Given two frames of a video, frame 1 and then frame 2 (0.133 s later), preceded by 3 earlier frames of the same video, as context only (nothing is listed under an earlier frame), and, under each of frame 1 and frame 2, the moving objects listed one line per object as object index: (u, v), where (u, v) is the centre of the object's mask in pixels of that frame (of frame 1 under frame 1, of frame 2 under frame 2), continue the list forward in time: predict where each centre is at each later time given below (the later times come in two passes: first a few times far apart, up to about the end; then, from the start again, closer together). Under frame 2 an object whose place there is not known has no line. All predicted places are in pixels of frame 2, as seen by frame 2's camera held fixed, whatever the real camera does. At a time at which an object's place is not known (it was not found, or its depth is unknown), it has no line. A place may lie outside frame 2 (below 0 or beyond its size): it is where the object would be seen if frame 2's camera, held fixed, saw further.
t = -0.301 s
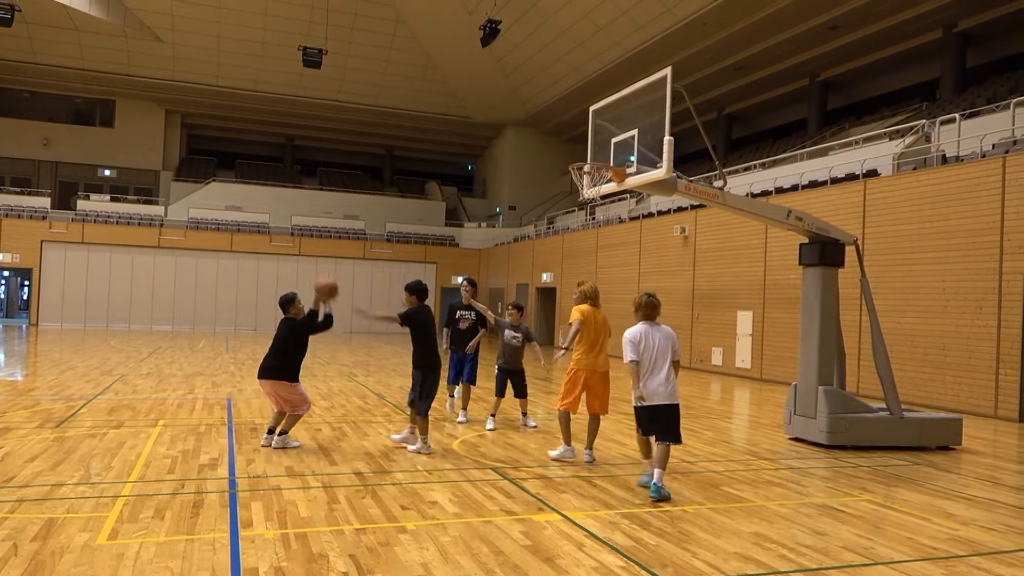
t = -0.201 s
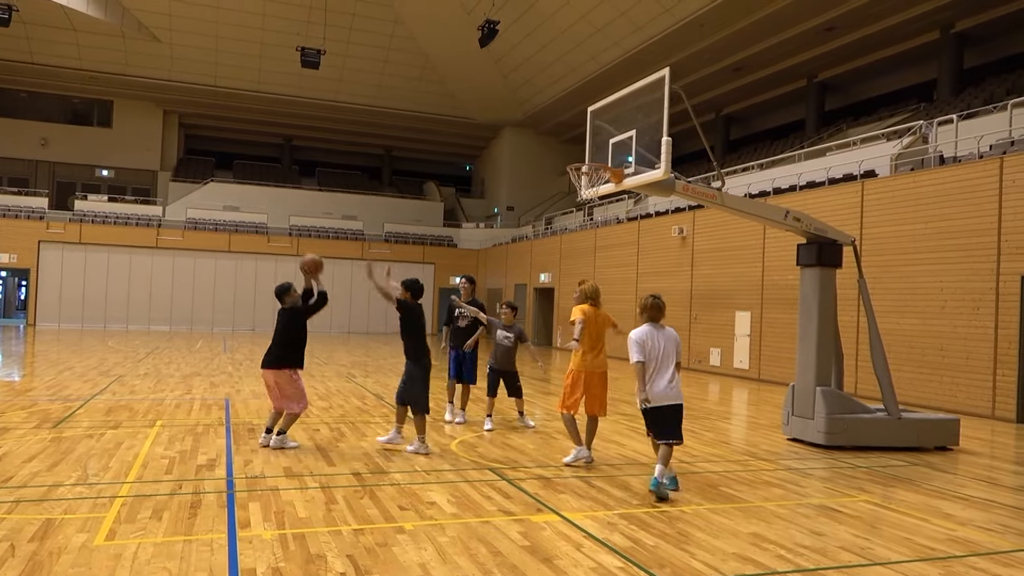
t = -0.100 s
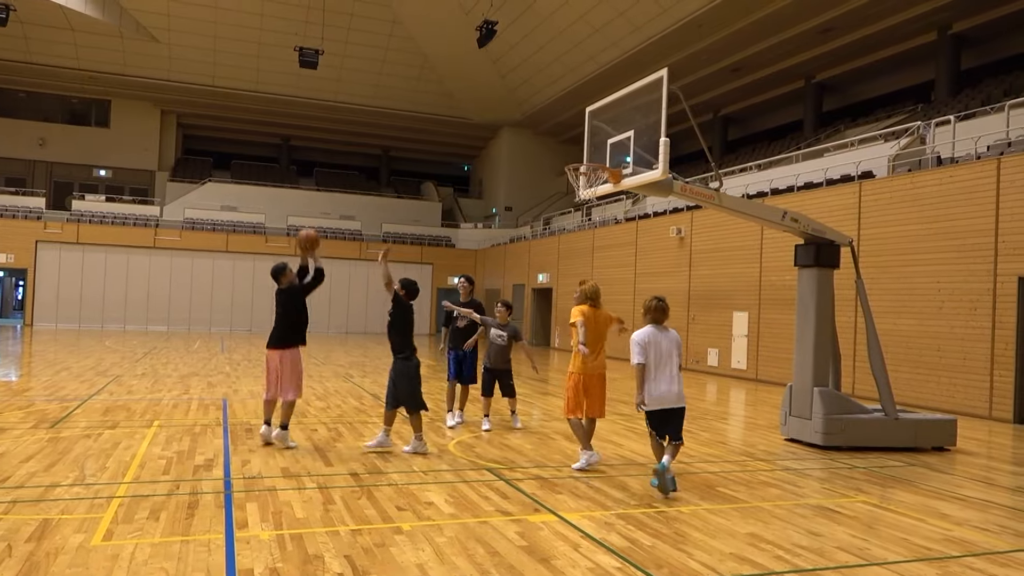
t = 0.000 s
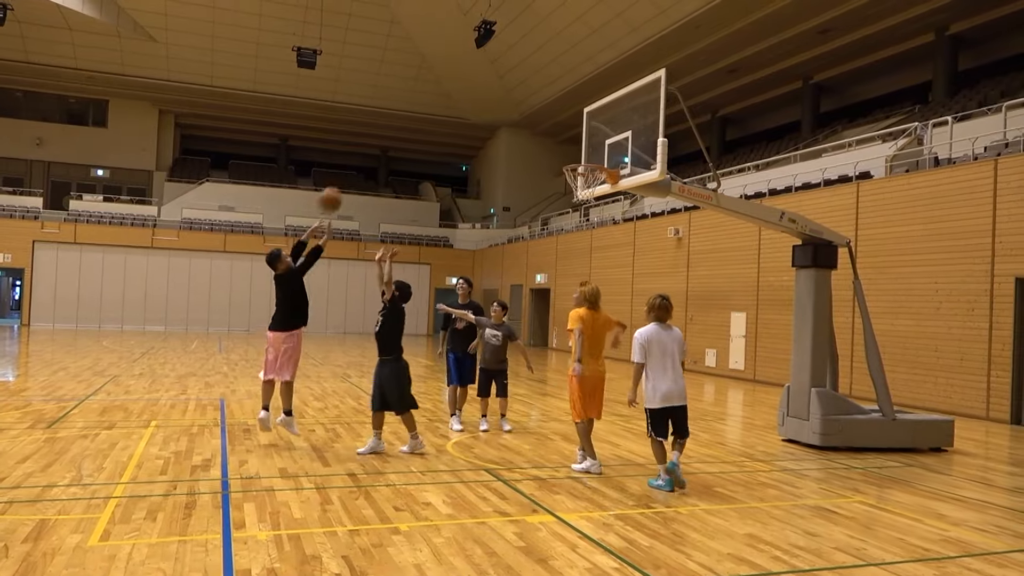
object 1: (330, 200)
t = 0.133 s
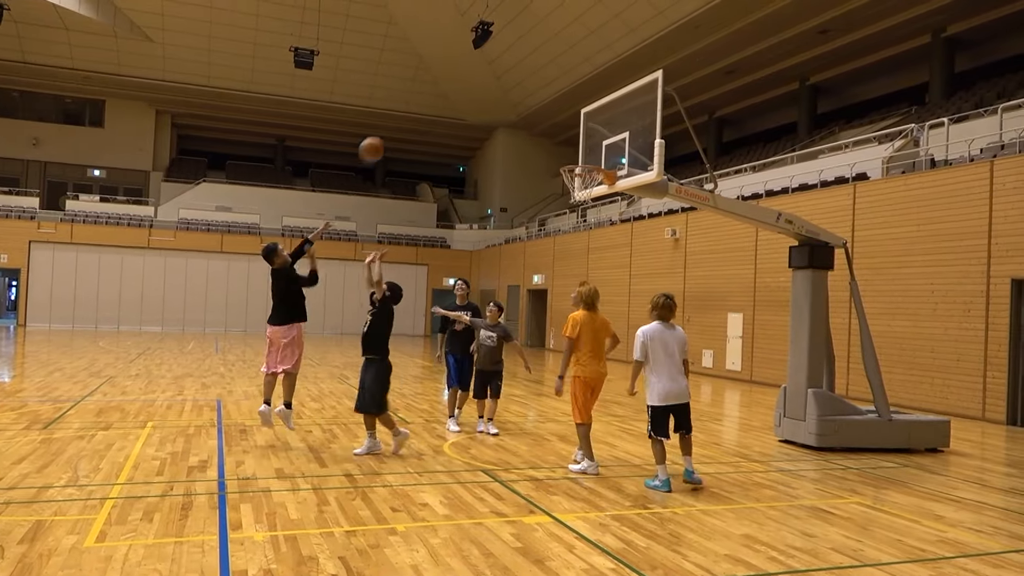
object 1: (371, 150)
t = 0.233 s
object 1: (402, 122)
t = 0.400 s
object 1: (454, 97)
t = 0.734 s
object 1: (547, 128)
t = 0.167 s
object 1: (381, 139)
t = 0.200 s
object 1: (392, 130)
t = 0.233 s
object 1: (402, 122)
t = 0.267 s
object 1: (413, 115)
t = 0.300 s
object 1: (424, 110)
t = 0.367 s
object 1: (444, 100)
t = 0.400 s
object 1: (454, 97)
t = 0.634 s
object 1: (520, 108)
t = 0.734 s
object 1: (547, 128)
